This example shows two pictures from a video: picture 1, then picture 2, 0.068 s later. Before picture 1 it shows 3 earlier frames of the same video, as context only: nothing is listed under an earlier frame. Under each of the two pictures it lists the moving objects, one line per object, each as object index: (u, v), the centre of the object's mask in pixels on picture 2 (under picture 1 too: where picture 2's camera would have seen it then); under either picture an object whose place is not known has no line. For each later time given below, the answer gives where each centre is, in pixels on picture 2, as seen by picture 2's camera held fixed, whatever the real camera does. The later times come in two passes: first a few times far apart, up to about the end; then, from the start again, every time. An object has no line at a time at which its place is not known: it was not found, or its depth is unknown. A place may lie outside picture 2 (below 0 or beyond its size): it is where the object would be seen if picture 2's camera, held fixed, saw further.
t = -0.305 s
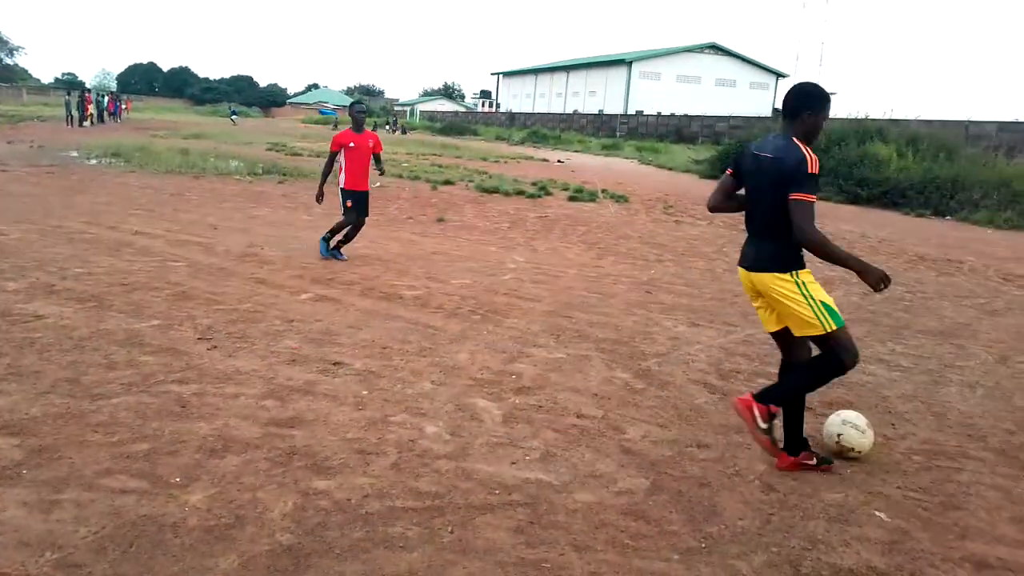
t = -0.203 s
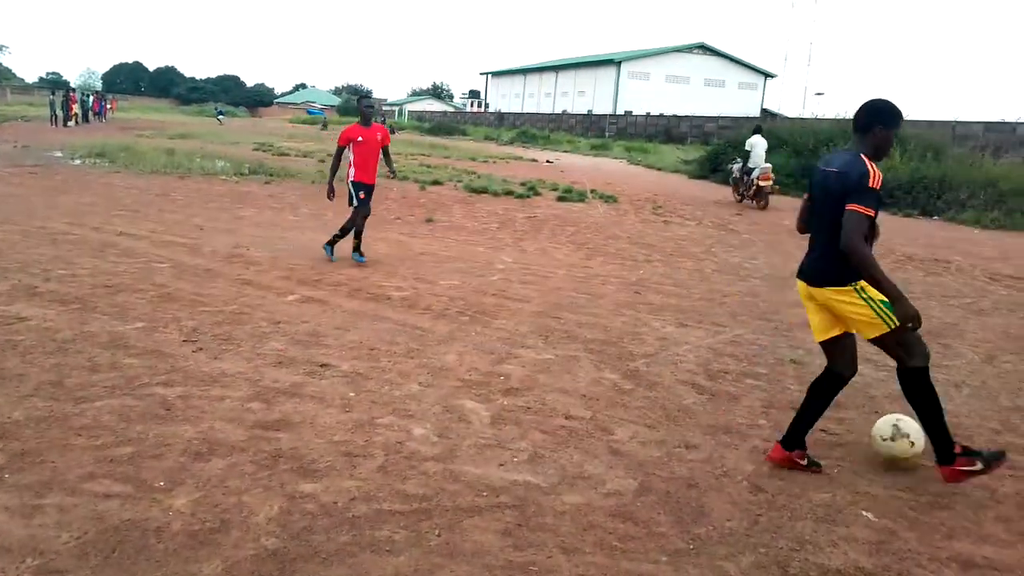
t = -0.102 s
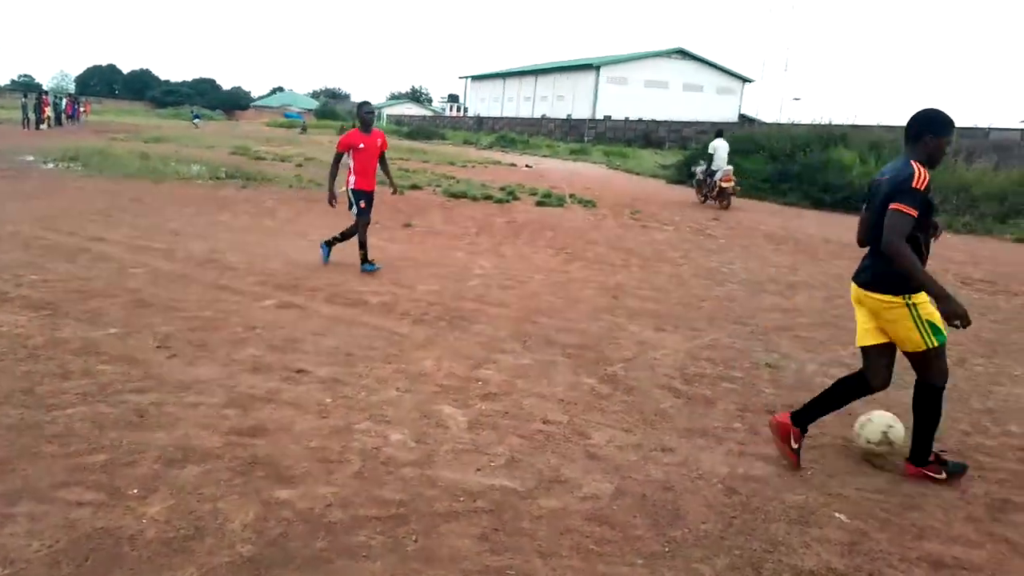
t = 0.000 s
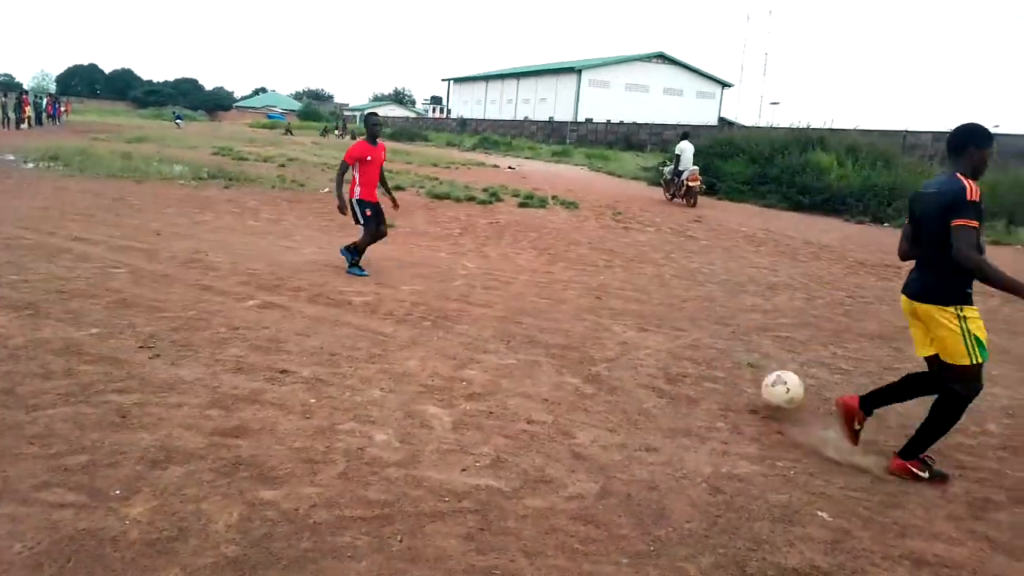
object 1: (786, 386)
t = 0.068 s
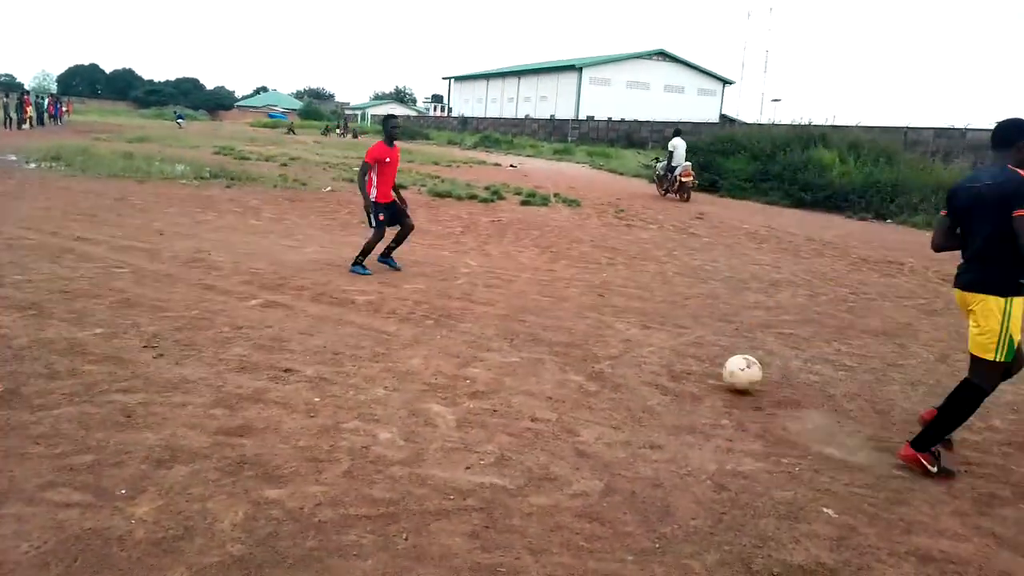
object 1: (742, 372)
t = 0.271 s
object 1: (666, 333)
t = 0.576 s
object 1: (621, 302)
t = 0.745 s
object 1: (605, 298)
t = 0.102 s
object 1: (725, 366)
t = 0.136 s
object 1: (711, 358)
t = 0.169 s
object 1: (697, 352)
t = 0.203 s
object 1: (684, 345)
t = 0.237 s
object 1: (673, 341)
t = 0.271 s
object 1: (666, 333)
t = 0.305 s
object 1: (660, 327)
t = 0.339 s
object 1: (654, 321)
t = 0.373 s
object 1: (648, 319)
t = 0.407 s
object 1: (642, 317)
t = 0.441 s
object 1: (636, 316)
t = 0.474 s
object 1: (631, 318)
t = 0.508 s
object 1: (628, 314)
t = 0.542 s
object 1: (625, 308)
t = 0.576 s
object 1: (621, 302)
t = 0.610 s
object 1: (618, 300)
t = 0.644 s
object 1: (615, 298)
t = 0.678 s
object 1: (611, 297)
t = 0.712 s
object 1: (607, 298)
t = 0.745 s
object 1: (605, 298)
